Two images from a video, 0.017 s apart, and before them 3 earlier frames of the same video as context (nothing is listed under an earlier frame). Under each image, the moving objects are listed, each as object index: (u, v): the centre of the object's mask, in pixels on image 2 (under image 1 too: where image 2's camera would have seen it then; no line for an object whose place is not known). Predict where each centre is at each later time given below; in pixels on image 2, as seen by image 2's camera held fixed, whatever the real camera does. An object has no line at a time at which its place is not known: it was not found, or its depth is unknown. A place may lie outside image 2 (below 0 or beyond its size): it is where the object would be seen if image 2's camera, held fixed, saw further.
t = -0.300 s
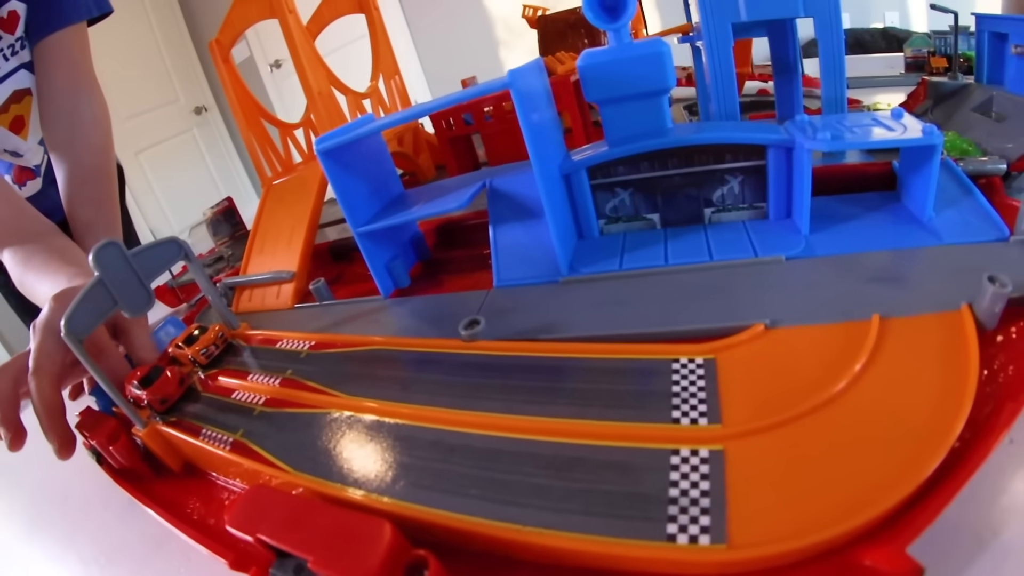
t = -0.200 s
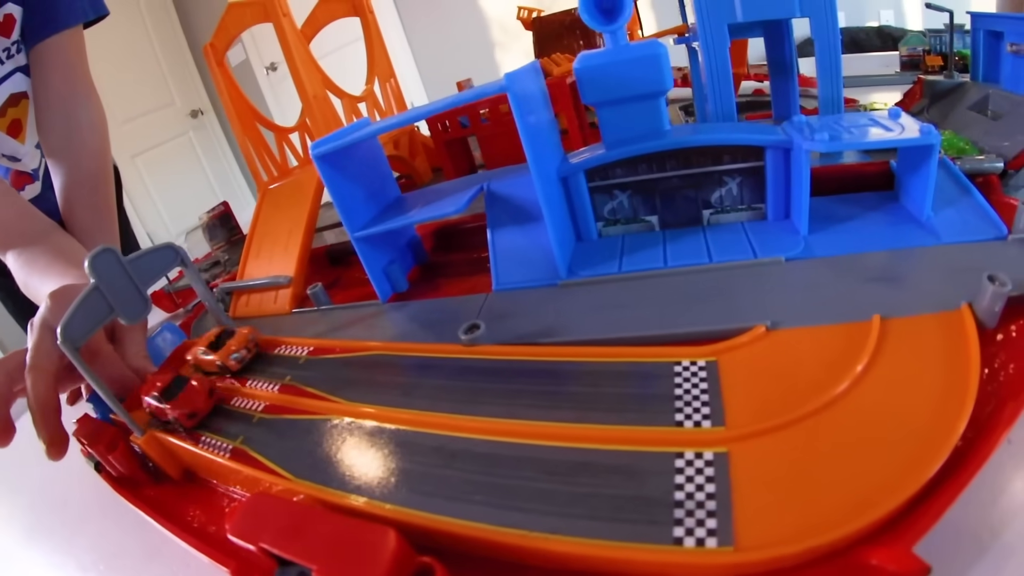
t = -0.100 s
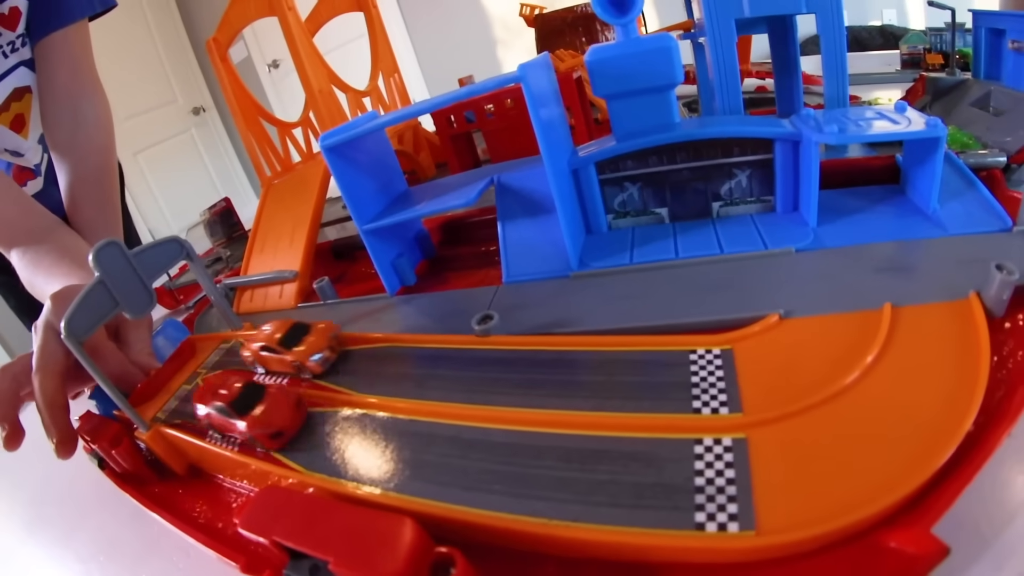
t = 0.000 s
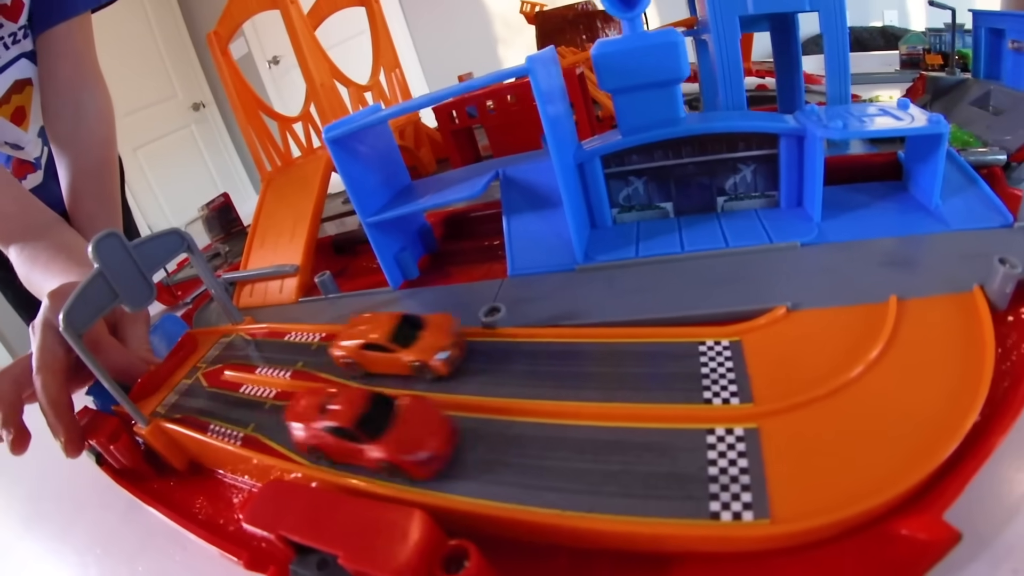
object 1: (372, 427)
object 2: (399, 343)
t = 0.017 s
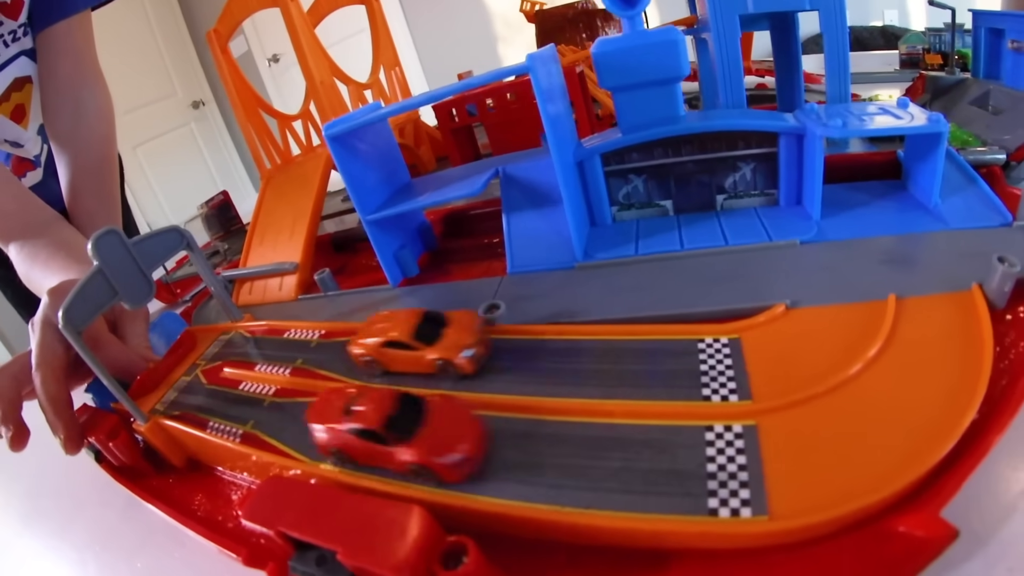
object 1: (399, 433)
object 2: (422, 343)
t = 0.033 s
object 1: (431, 437)
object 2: (445, 344)
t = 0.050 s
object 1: (465, 441)
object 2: (470, 345)
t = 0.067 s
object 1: (500, 445)
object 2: (499, 346)
